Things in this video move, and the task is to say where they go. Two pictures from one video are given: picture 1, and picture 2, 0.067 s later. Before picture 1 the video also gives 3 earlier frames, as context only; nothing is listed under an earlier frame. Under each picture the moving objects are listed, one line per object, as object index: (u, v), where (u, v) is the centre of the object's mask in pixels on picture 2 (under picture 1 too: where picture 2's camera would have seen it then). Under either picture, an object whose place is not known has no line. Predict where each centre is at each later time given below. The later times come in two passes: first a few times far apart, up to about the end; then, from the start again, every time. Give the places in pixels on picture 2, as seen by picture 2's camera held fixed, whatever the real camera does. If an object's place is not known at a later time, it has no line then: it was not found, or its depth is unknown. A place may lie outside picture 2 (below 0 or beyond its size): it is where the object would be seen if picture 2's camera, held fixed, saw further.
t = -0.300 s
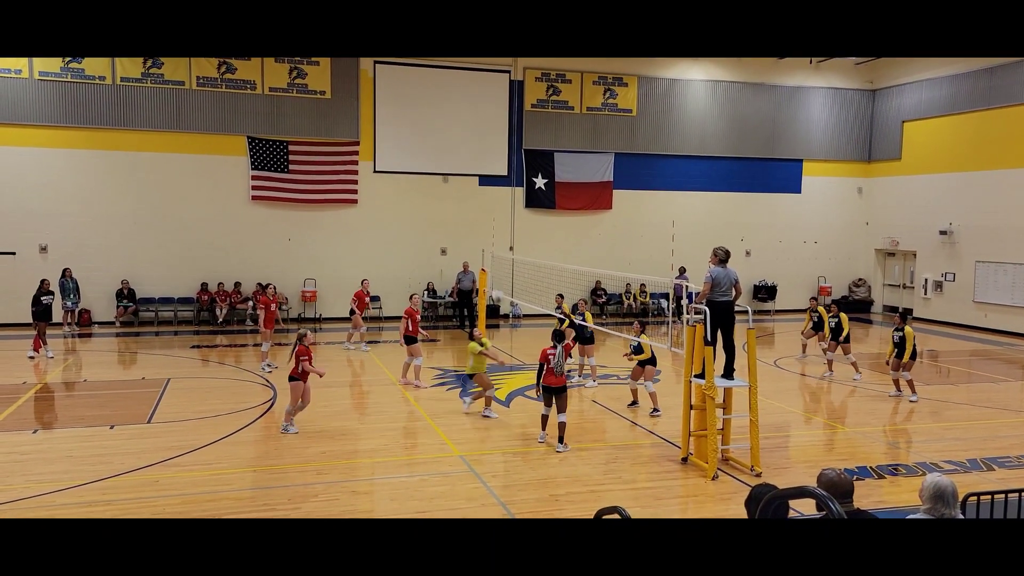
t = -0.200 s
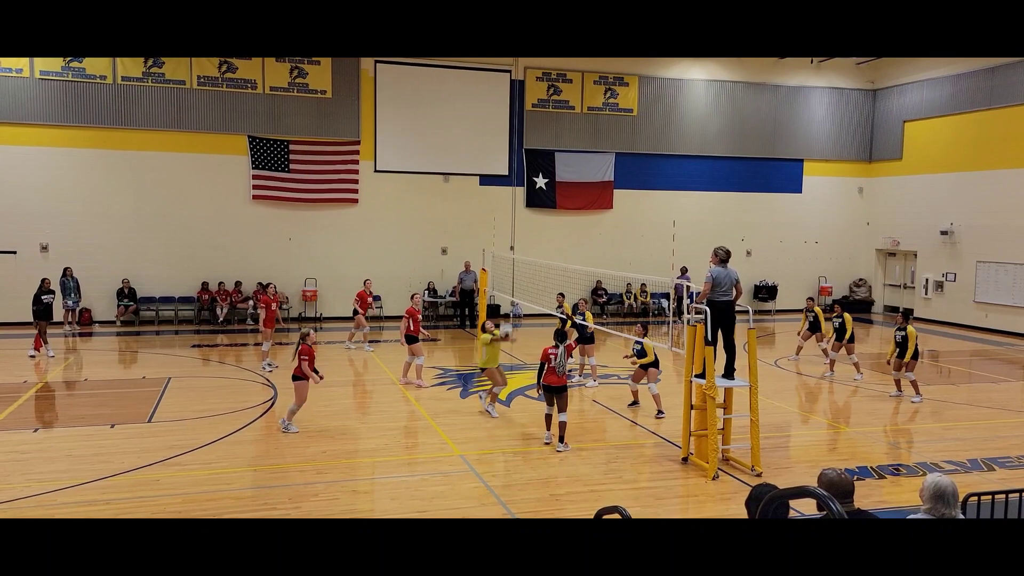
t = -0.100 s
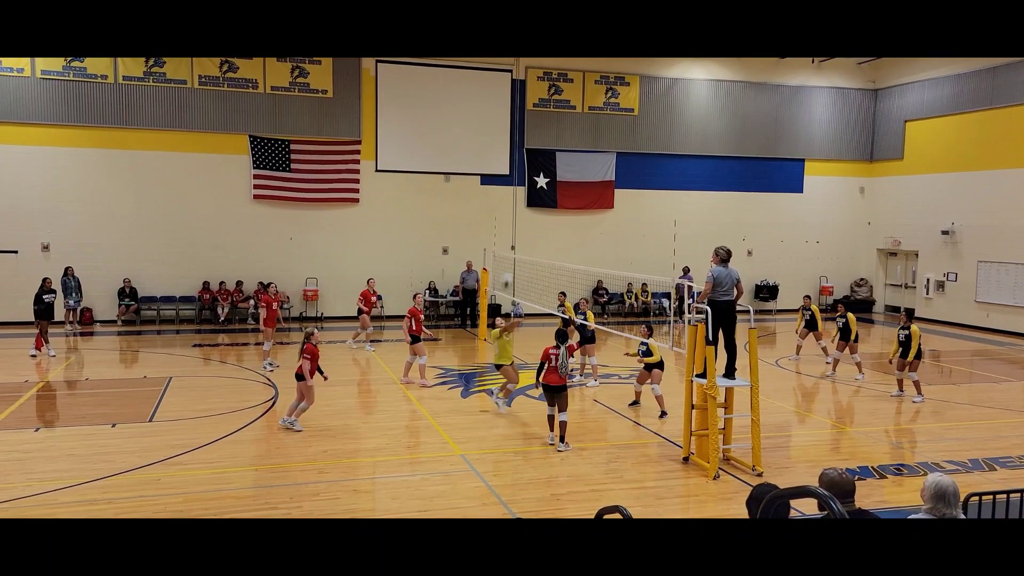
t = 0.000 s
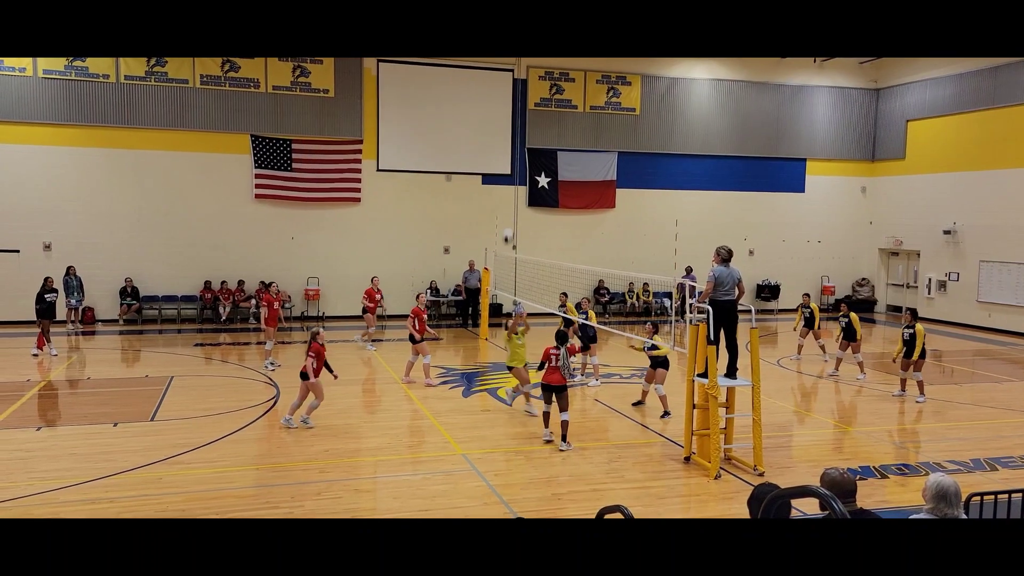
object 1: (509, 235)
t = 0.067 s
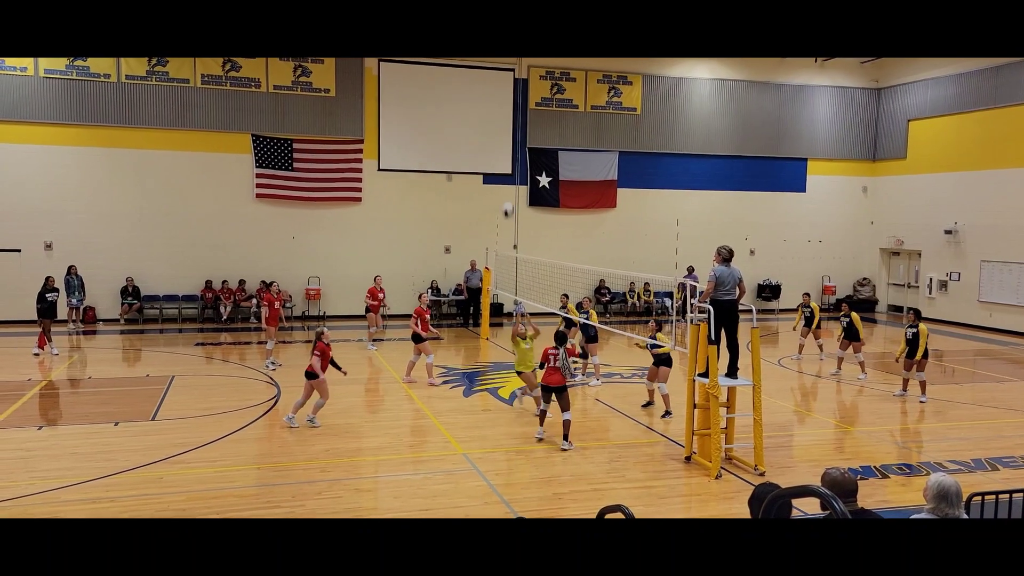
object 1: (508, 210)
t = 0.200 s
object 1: (507, 168)
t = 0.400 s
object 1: (504, 126)
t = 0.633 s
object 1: (501, 112)
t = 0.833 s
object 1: (497, 128)
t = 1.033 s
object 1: (494, 168)
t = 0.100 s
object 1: (508, 198)
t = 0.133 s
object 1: (507, 187)
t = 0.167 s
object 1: (507, 177)
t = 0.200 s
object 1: (507, 168)
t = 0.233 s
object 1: (507, 159)
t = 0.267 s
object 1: (506, 150)
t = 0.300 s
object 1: (506, 143)
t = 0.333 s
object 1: (506, 137)
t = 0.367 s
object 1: (505, 131)
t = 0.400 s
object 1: (504, 126)
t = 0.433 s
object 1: (504, 122)
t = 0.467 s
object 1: (503, 119)
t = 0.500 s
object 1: (503, 116)
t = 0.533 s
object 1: (503, 114)
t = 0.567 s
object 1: (502, 112)
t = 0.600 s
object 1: (501, 112)
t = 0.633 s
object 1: (501, 112)
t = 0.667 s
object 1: (500, 113)
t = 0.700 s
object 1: (499, 114)
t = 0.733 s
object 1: (499, 117)
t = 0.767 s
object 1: (498, 120)
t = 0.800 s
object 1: (498, 123)
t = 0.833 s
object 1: (497, 128)
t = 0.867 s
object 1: (497, 133)
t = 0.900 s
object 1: (496, 138)
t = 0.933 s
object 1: (496, 145)
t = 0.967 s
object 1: (495, 152)
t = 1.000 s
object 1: (495, 159)
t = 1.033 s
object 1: (494, 168)
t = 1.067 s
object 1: (493, 177)
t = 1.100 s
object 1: (493, 186)
